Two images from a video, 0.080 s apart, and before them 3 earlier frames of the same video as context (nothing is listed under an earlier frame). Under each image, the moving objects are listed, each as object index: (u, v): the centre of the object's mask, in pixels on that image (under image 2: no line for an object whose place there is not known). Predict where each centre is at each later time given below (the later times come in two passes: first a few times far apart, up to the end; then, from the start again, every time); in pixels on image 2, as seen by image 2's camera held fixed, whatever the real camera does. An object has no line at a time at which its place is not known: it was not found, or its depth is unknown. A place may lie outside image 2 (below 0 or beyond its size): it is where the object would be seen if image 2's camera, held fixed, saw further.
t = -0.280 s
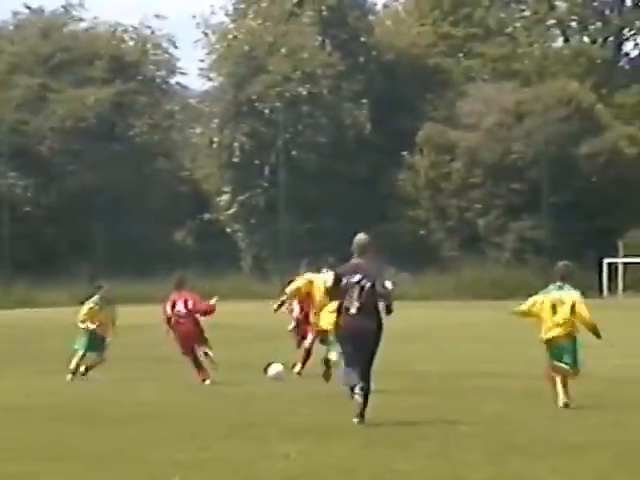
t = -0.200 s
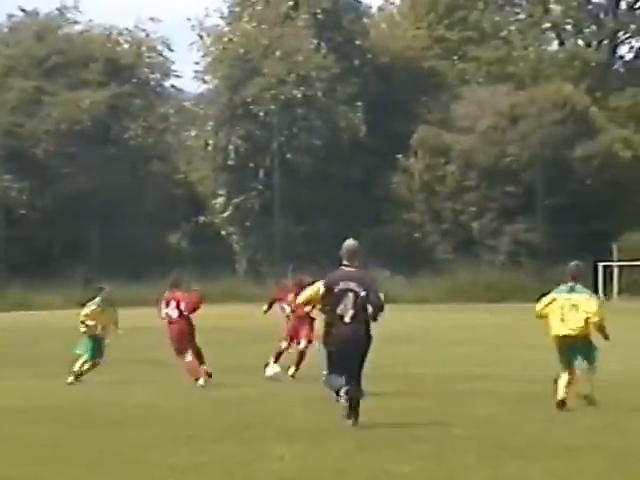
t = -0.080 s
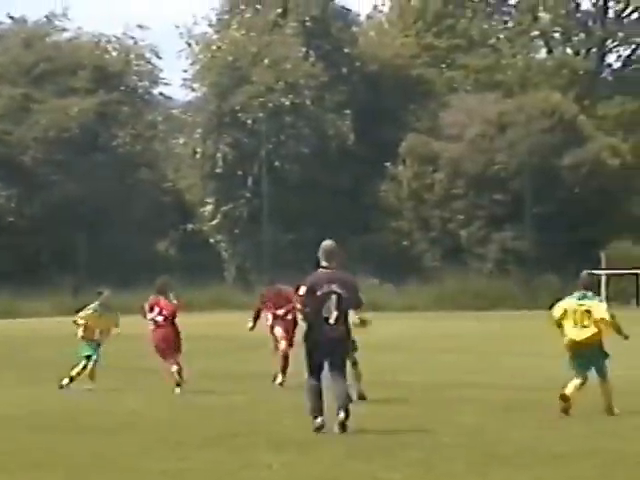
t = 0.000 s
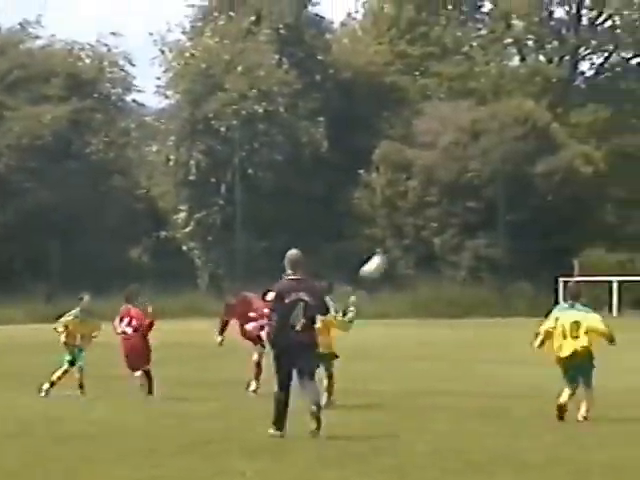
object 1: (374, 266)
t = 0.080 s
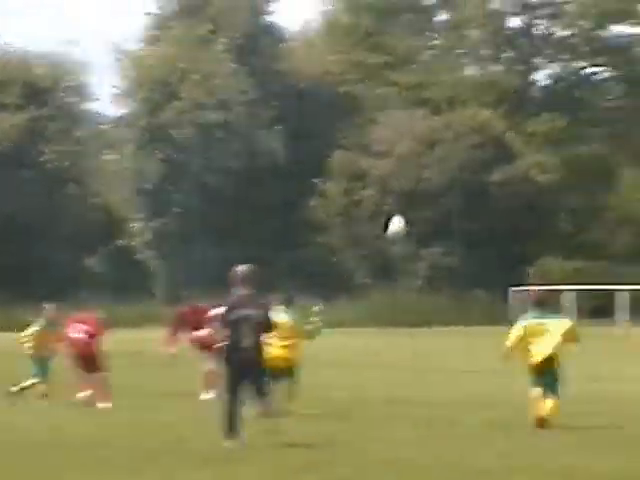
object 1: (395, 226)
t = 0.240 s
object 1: (532, 140)
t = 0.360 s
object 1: (645, 89)
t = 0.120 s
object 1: (430, 204)
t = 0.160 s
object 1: (466, 182)
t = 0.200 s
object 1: (498, 161)
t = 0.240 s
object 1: (532, 140)
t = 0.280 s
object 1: (569, 123)
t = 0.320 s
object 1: (605, 106)
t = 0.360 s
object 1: (645, 89)
